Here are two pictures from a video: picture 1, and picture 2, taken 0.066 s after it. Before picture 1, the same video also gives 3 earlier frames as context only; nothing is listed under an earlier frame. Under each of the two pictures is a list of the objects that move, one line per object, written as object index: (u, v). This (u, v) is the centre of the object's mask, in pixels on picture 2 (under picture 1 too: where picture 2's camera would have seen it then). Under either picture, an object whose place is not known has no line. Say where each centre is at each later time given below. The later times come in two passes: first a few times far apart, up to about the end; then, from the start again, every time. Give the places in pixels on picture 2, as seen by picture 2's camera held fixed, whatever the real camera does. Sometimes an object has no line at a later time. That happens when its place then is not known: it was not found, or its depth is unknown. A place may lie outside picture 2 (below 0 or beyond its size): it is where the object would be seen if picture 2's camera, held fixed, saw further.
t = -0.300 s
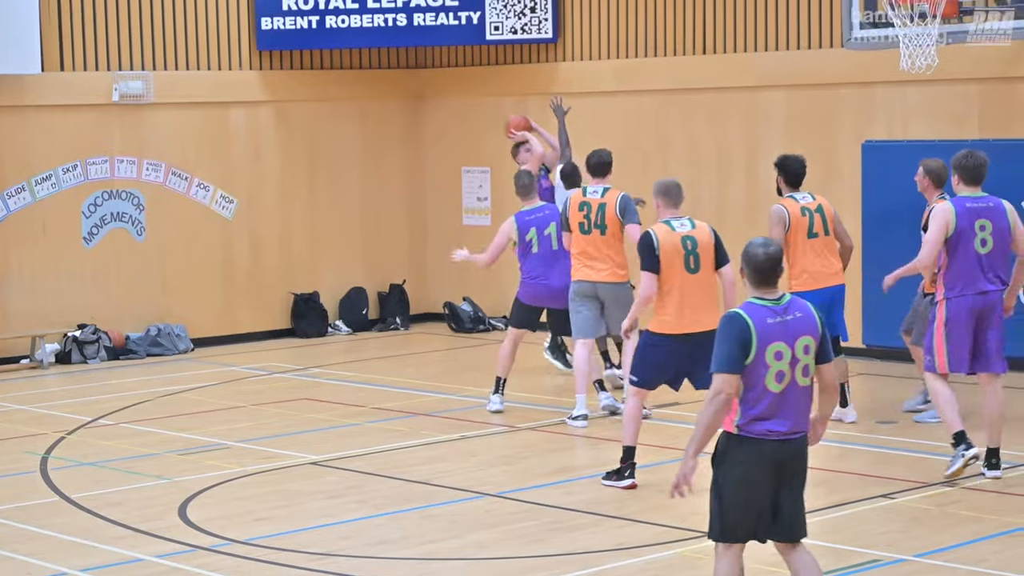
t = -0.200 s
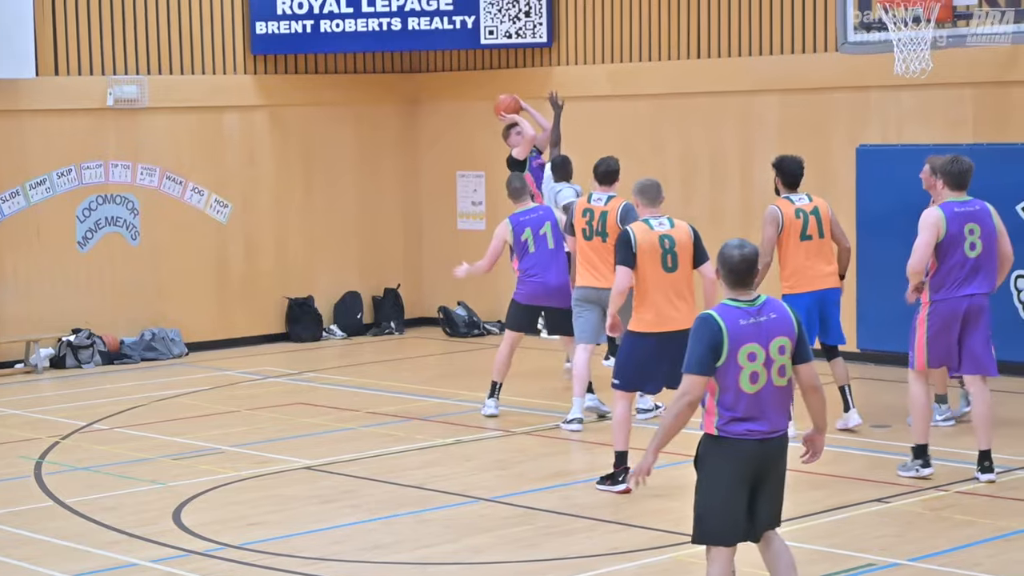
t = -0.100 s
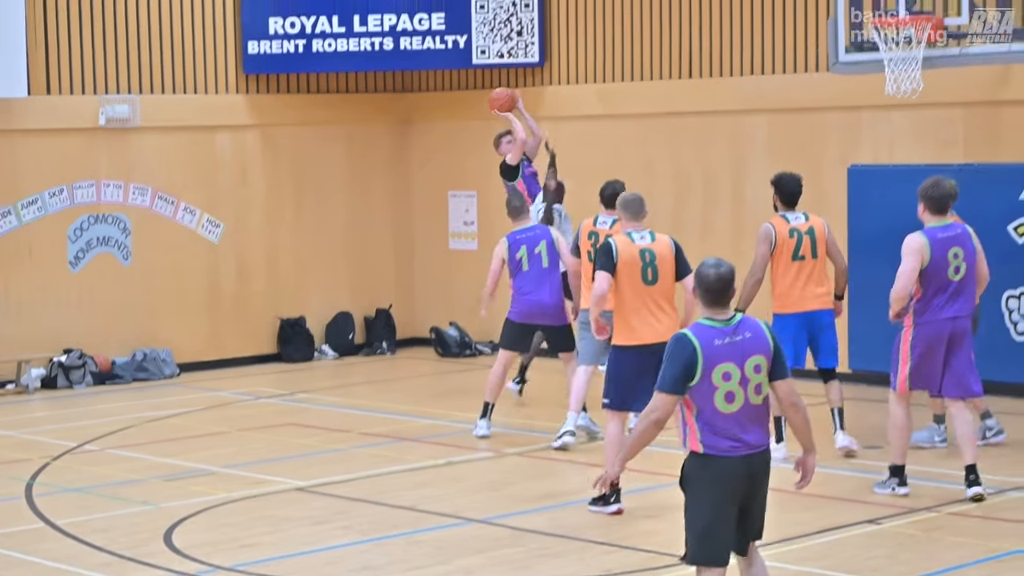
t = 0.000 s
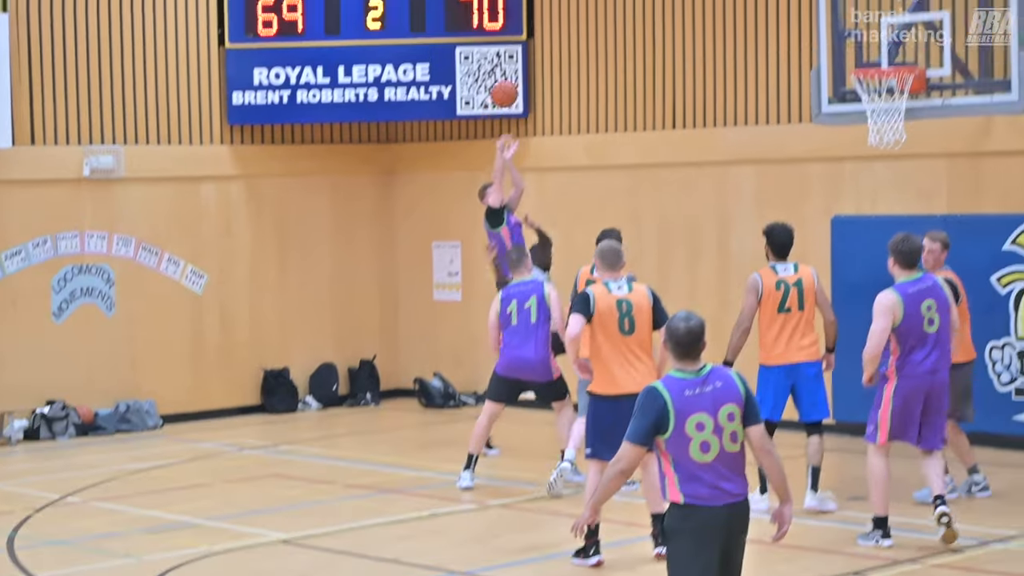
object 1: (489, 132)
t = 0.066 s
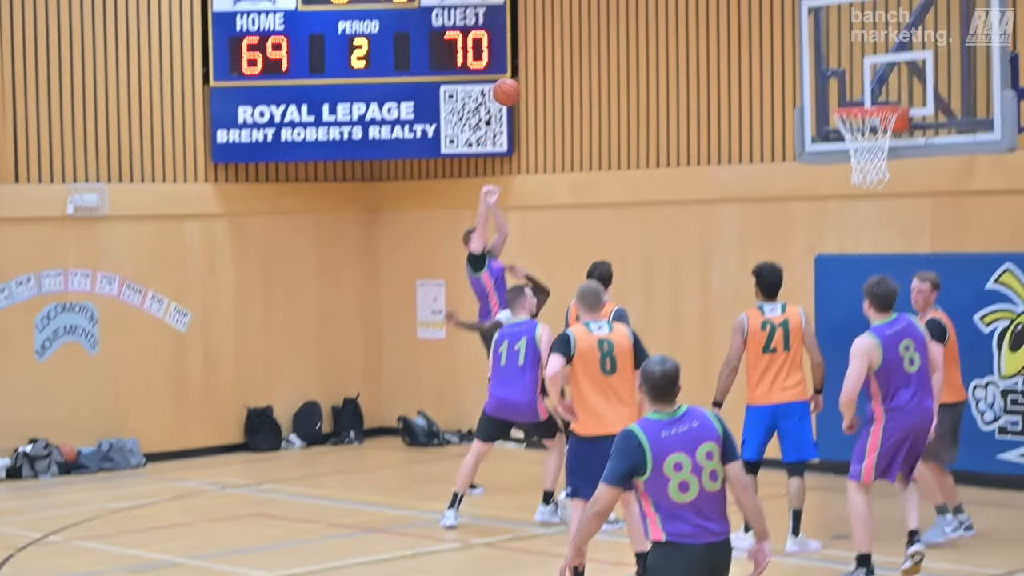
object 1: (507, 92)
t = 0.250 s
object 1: (556, 2)
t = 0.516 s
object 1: (636, -62)
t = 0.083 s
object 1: (511, 82)
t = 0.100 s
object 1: (515, 73)
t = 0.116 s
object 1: (519, 64)
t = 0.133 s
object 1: (524, 55)
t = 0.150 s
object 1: (528, 47)
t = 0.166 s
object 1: (533, 39)
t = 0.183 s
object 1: (537, 31)
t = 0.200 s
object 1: (542, 23)
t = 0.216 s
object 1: (547, 16)
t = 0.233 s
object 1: (552, 9)
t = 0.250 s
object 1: (556, 2)
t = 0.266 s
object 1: (560, -4)
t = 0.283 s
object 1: (566, -10)
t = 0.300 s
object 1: (570, -16)
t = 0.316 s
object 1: (575, -21)
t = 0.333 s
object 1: (580, -27)
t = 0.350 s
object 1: (585, -31)
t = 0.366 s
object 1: (590, -36)
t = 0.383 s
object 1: (595, -40)
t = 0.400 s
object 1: (601, -44)
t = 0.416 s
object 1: (607, -47)
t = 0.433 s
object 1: (611, -51)
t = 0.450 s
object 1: (617, -54)
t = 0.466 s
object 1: (621, -56)
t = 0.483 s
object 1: (626, -58)
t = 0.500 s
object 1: (632, -60)
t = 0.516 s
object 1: (636, -62)
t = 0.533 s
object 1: (642, -63)
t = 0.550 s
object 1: (648, -64)
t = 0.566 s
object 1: (653, -64)
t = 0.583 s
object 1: (659, -64)
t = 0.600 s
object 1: (664, -64)
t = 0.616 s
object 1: (670, -64)
